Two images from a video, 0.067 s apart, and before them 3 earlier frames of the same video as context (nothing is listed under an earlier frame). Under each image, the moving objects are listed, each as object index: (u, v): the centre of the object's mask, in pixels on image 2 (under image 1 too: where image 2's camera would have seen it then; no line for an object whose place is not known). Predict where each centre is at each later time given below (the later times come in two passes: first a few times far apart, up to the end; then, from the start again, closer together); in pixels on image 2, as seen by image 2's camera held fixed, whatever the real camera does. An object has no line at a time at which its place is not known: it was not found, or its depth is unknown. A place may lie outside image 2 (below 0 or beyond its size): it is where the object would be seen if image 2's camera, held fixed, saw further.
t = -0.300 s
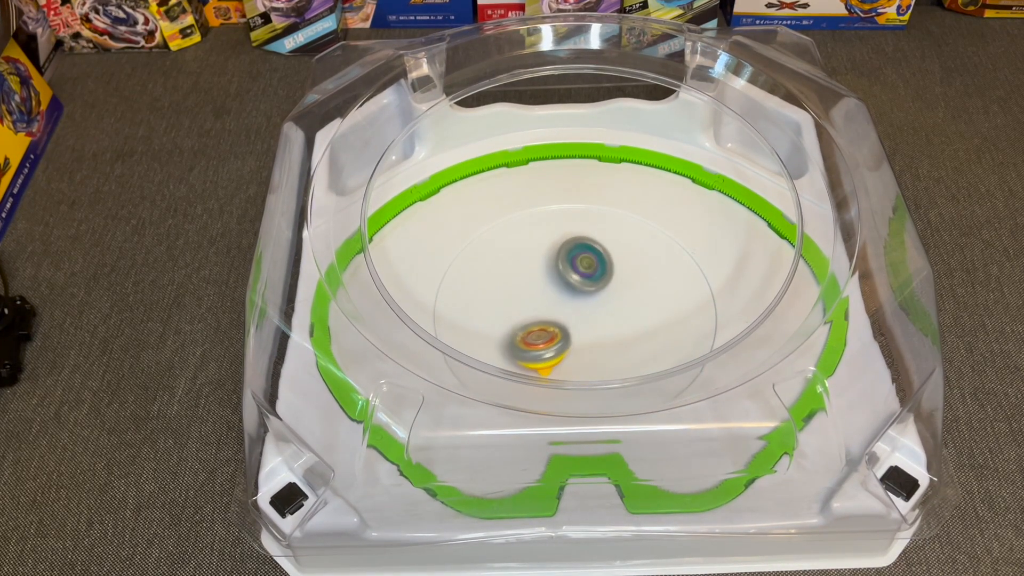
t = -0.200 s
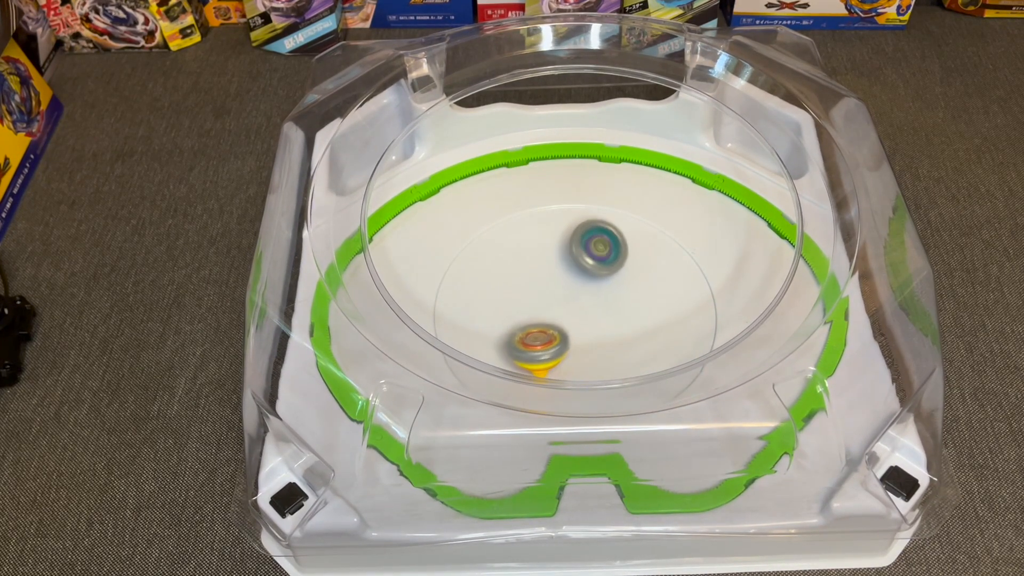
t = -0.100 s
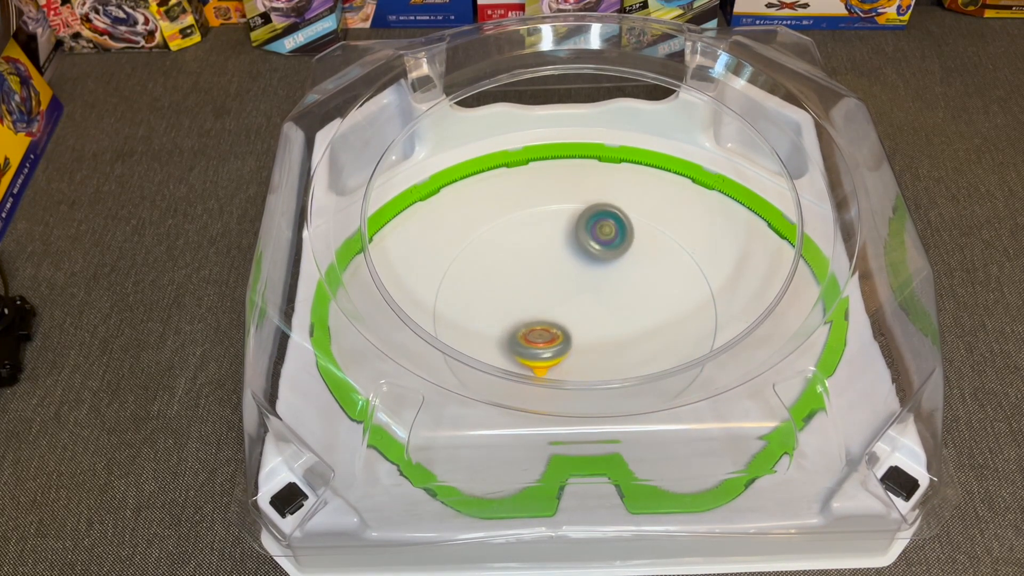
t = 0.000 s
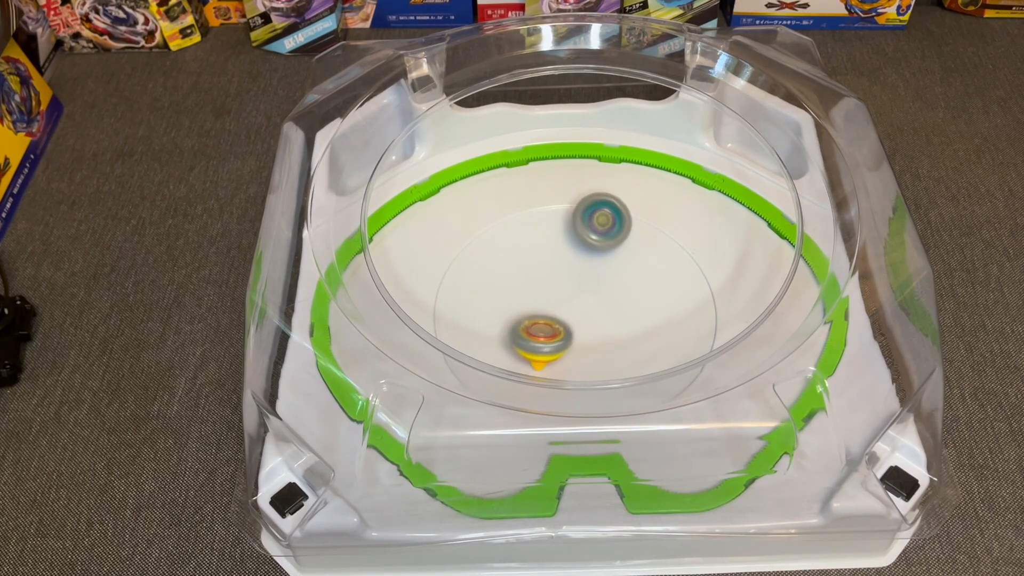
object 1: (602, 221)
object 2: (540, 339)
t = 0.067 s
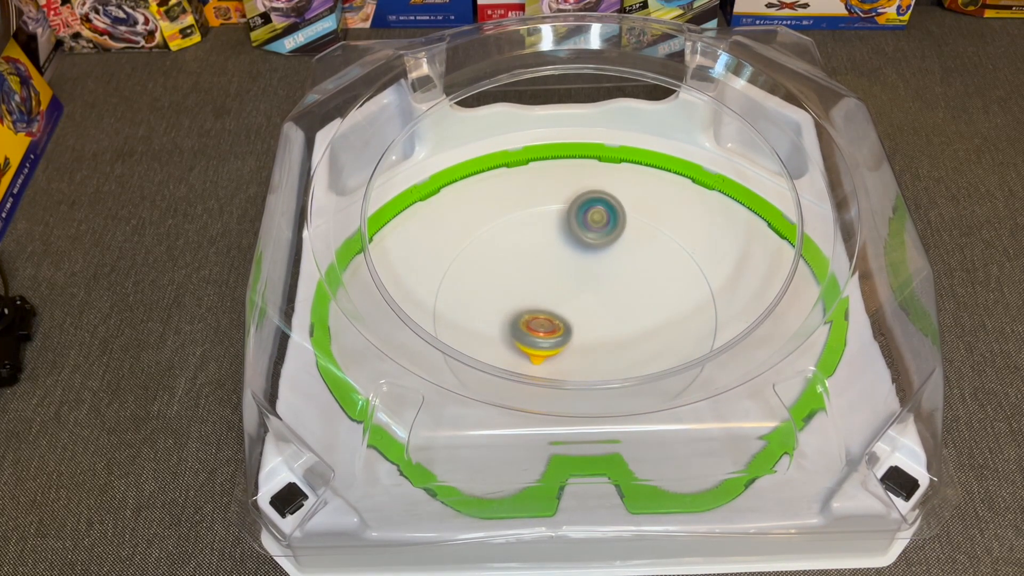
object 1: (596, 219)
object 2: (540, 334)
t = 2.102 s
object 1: (548, 310)
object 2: (609, 285)
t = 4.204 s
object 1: (629, 314)
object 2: (533, 270)
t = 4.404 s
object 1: (608, 320)
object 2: (561, 266)
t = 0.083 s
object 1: (594, 219)
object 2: (540, 332)
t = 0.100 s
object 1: (593, 219)
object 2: (539, 331)
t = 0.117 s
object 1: (591, 220)
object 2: (540, 329)
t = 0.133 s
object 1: (589, 220)
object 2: (539, 328)
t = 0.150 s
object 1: (587, 221)
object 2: (539, 326)
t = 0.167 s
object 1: (585, 222)
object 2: (539, 324)
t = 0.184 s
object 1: (584, 223)
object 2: (539, 323)
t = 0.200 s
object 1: (582, 224)
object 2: (538, 322)
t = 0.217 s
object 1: (581, 226)
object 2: (538, 320)
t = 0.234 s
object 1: (580, 227)
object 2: (538, 318)
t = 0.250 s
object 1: (579, 229)
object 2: (537, 316)
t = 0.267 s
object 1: (579, 230)
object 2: (538, 315)
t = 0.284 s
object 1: (578, 232)
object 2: (537, 313)
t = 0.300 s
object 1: (577, 235)
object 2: (537, 310)
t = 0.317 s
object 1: (577, 237)
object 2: (537, 309)
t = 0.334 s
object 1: (578, 239)
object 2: (537, 307)
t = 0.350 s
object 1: (578, 242)
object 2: (536, 305)
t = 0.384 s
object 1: (579, 247)
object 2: (536, 301)
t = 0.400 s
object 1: (581, 249)
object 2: (536, 299)
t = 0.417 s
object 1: (582, 252)
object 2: (536, 297)
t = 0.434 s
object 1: (584, 255)
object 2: (535, 296)
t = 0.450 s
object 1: (586, 258)
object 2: (535, 294)
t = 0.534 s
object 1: (602, 273)
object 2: (532, 285)
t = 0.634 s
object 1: (624, 290)
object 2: (528, 272)
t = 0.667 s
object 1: (631, 294)
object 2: (527, 268)
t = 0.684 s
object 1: (635, 296)
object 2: (526, 266)
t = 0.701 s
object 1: (637, 298)
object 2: (526, 264)
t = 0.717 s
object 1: (641, 299)
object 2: (525, 262)
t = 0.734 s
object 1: (643, 300)
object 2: (525, 261)
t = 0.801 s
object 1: (650, 300)
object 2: (524, 256)
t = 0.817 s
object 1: (652, 300)
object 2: (525, 255)
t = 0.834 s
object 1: (653, 300)
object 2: (525, 255)
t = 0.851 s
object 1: (653, 299)
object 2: (525, 254)
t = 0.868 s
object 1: (653, 299)
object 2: (526, 254)
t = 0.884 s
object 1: (653, 298)
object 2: (526, 255)
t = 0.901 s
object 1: (653, 298)
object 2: (527, 255)
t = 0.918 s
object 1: (652, 297)
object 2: (528, 256)
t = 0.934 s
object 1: (651, 297)
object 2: (529, 256)
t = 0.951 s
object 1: (650, 296)
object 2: (530, 257)
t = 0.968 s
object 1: (649, 295)
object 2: (531, 259)
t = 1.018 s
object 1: (644, 294)
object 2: (535, 262)
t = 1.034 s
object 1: (642, 294)
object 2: (537, 263)
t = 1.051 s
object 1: (641, 293)
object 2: (539, 264)
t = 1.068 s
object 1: (639, 294)
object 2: (540, 265)
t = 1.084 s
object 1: (637, 294)
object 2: (542, 267)
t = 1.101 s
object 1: (635, 294)
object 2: (544, 267)
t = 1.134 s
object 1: (631, 296)
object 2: (548, 269)
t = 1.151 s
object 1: (628, 297)
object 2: (550, 270)
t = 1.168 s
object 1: (626, 298)
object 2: (553, 270)
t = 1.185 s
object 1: (624, 300)
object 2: (555, 271)
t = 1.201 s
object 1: (621, 302)
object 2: (557, 271)
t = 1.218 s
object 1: (619, 304)
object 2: (560, 271)
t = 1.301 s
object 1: (606, 317)
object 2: (571, 272)
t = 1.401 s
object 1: (588, 335)
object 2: (584, 270)
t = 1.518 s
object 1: (572, 353)
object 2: (598, 267)
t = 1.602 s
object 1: (565, 359)
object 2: (606, 265)
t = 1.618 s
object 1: (564, 359)
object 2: (607, 264)
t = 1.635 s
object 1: (563, 360)
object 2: (609, 264)
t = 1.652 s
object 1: (563, 360)
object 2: (610, 265)
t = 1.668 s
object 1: (563, 360)
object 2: (611, 264)
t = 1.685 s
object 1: (562, 360)
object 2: (612, 264)
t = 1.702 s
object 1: (563, 360)
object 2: (613, 265)
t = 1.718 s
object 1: (563, 360)
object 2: (614, 265)
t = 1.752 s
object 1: (564, 358)
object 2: (615, 266)
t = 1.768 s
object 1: (564, 357)
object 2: (615, 266)
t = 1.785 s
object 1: (564, 357)
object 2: (616, 267)
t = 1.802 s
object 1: (565, 355)
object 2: (616, 268)
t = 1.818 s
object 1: (565, 354)
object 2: (616, 268)
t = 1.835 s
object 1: (565, 352)
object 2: (617, 269)
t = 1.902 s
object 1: (564, 344)
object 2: (618, 272)
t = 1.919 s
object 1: (563, 341)
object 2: (618, 274)
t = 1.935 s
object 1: (562, 338)
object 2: (618, 275)
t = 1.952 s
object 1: (561, 336)
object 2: (617, 276)
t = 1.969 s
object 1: (560, 333)
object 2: (617, 276)
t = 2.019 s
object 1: (556, 324)
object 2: (615, 279)
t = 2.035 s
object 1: (554, 321)
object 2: (614, 280)
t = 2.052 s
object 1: (553, 318)
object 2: (613, 281)
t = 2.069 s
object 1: (551, 315)
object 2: (611, 283)
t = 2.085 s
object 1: (549, 312)
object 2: (610, 283)
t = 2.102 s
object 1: (548, 310)
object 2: (609, 285)
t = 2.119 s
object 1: (546, 307)
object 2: (607, 286)
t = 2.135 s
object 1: (544, 305)
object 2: (606, 287)
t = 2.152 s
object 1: (543, 302)
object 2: (605, 289)
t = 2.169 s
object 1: (538, 300)
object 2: (604, 290)
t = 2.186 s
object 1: (530, 298)
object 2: (609, 291)
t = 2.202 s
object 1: (522, 297)
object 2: (613, 292)
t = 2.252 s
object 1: (500, 292)
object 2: (624, 295)
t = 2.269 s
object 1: (494, 290)
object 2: (627, 297)
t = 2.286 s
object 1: (489, 289)
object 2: (629, 297)
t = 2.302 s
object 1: (484, 288)
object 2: (630, 299)
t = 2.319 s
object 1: (480, 287)
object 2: (632, 300)
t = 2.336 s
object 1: (476, 286)
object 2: (633, 302)
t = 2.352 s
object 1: (474, 285)
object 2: (634, 303)
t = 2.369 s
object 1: (472, 285)
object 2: (634, 305)
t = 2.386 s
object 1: (471, 284)
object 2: (634, 306)
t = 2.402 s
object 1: (470, 284)
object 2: (634, 308)
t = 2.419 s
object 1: (470, 284)
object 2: (633, 309)
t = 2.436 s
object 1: (471, 284)
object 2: (633, 310)
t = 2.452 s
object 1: (472, 284)
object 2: (632, 312)
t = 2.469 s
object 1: (474, 284)
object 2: (631, 313)
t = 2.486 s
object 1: (477, 285)
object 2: (628, 315)
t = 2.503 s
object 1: (480, 285)
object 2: (627, 316)
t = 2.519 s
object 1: (483, 286)
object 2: (625, 317)
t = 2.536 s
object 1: (487, 286)
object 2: (622, 318)
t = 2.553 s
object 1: (491, 286)
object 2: (619, 318)
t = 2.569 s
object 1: (495, 286)
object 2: (616, 318)
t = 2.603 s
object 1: (504, 287)
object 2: (611, 319)
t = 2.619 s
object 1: (509, 287)
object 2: (608, 319)
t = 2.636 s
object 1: (513, 287)
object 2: (605, 319)
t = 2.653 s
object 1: (518, 286)
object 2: (603, 319)
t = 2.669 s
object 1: (522, 286)
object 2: (600, 319)
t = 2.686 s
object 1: (527, 286)
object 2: (598, 318)
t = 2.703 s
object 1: (531, 285)
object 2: (596, 318)
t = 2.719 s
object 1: (535, 285)
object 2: (593, 317)
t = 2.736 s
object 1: (536, 281)
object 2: (593, 319)
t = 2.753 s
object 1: (529, 268)
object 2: (604, 327)
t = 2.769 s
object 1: (521, 256)
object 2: (615, 339)
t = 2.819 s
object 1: (505, 224)
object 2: (647, 355)
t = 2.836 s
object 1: (501, 215)
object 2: (659, 367)
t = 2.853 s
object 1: (499, 207)
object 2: (665, 370)
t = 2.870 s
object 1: (498, 201)
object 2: (671, 377)
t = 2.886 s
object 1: (498, 197)
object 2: (672, 377)
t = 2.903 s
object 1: (498, 197)
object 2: (674, 380)
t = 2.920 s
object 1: (497, 193)
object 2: (674, 380)
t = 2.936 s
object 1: (498, 191)
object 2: (675, 382)
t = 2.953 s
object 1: (498, 190)
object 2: (675, 383)
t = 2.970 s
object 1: (498, 188)
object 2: (674, 384)
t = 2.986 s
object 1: (499, 186)
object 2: (676, 393)
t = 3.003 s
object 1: (500, 185)
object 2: (673, 394)
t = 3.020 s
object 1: (502, 184)
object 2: (671, 395)
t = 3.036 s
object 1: (503, 183)
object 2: (668, 395)
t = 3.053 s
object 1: (505, 182)
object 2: (664, 396)
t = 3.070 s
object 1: (507, 182)
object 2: (659, 392)
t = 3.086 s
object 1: (509, 182)
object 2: (654, 388)
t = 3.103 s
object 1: (512, 182)
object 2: (650, 387)
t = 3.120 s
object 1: (514, 182)
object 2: (645, 386)
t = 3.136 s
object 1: (516, 182)
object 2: (637, 387)
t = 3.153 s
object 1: (519, 182)
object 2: (632, 387)
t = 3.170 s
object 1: (521, 182)
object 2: (627, 387)
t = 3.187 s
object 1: (524, 183)
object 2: (622, 379)
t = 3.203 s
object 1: (526, 183)
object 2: (616, 378)
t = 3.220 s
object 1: (530, 183)
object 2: (611, 374)
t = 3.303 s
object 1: (545, 189)
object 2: (586, 356)
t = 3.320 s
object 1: (548, 190)
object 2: (581, 353)
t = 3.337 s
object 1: (552, 192)
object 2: (577, 349)
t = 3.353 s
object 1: (555, 196)
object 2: (573, 345)
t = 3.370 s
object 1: (559, 200)
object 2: (570, 341)
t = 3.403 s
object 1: (565, 209)
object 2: (564, 333)
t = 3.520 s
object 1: (588, 241)
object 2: (545, 310)
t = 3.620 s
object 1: (602, 269)
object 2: (535, 296)
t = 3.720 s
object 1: (615, 289)
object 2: (529, 286)
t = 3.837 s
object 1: (628, 305)
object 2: (521, 277)
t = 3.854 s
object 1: (630, 306)
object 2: (520, 276)
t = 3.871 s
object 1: (631, 306)
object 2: (519, 276)
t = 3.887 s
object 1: (632, 307)
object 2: (518, 275)
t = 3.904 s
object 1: (633, 307)
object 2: (518, 275)
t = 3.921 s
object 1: (633, 308)
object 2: (518, 274)
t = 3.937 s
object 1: (634, 308)
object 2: (518, 274)
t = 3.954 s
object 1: (635, 308)
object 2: (518, 274)
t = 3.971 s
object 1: (635, 308)
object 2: (519, 274)
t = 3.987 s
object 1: (635, 308)
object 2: (519, 274)
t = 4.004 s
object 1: (635, 309)
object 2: (520, 273)
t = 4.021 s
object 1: (635, 309)
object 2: (520, 273)
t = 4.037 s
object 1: (635, 310)
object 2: (521, 272)
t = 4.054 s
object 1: (635, 310)
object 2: (522, 272)
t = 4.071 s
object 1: (635, 311)
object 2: (523, 272)
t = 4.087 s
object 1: (634, 311)
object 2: (524, 271)
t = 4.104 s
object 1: (634, 312)
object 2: (525, 271)
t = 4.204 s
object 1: (629, 314)
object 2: (533, 270)
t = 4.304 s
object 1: (620, 316)
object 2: (547, 269)
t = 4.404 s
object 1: (608, 320)
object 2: (561, 266)
